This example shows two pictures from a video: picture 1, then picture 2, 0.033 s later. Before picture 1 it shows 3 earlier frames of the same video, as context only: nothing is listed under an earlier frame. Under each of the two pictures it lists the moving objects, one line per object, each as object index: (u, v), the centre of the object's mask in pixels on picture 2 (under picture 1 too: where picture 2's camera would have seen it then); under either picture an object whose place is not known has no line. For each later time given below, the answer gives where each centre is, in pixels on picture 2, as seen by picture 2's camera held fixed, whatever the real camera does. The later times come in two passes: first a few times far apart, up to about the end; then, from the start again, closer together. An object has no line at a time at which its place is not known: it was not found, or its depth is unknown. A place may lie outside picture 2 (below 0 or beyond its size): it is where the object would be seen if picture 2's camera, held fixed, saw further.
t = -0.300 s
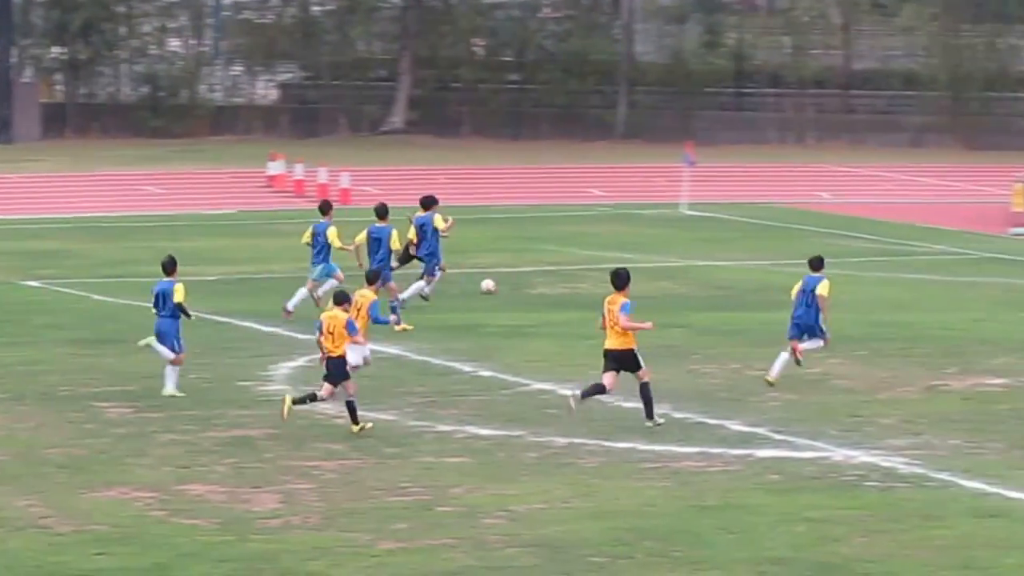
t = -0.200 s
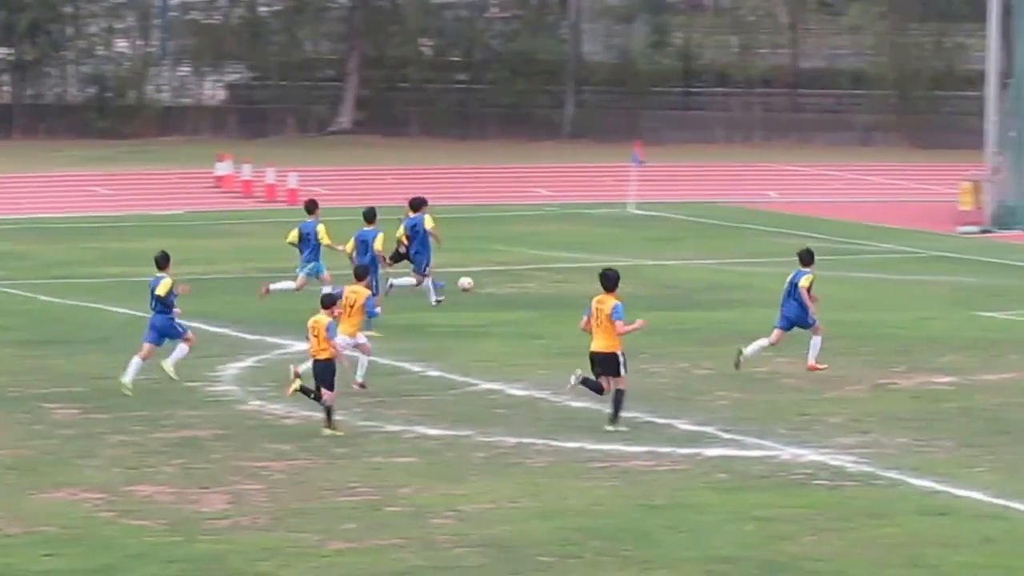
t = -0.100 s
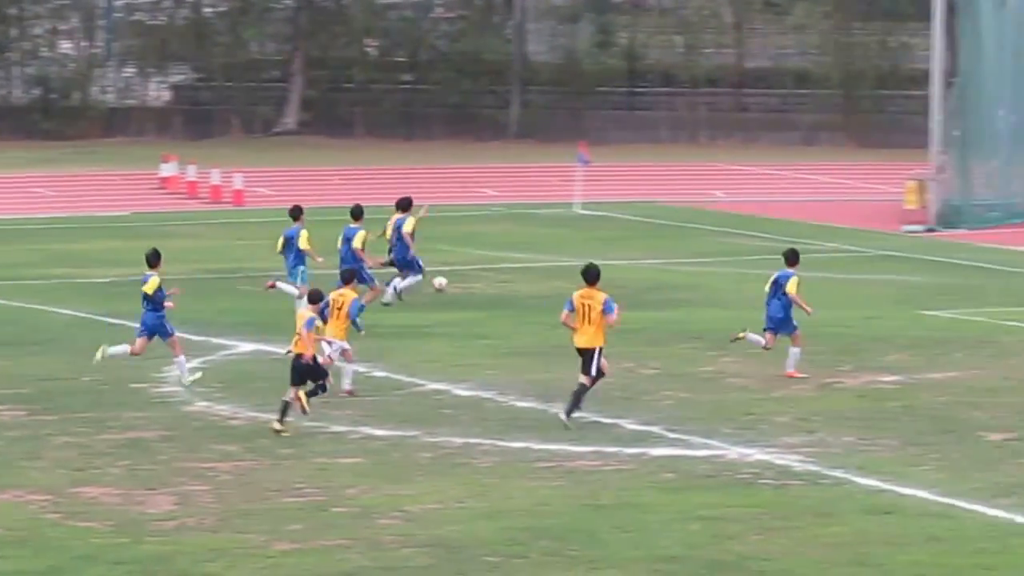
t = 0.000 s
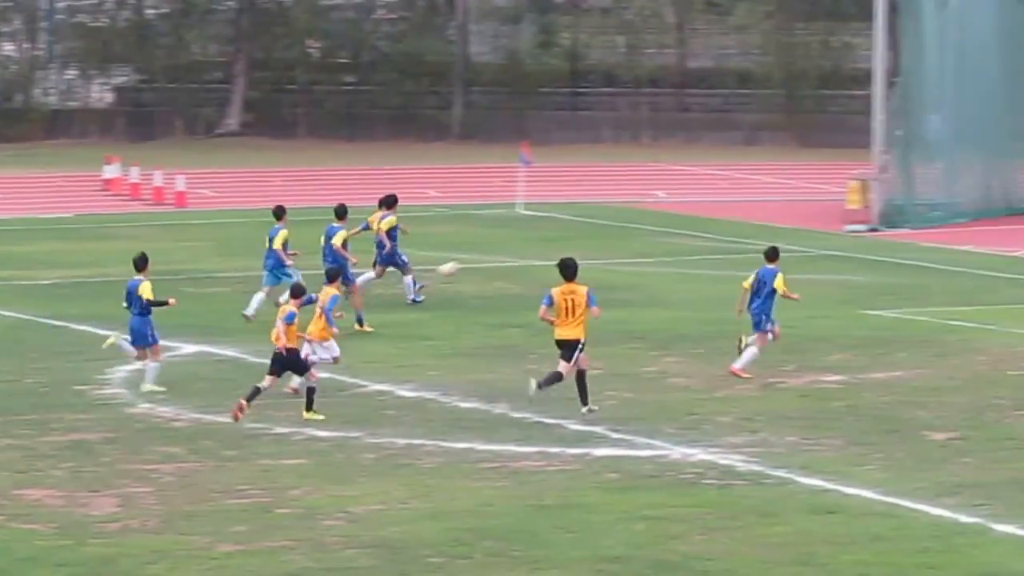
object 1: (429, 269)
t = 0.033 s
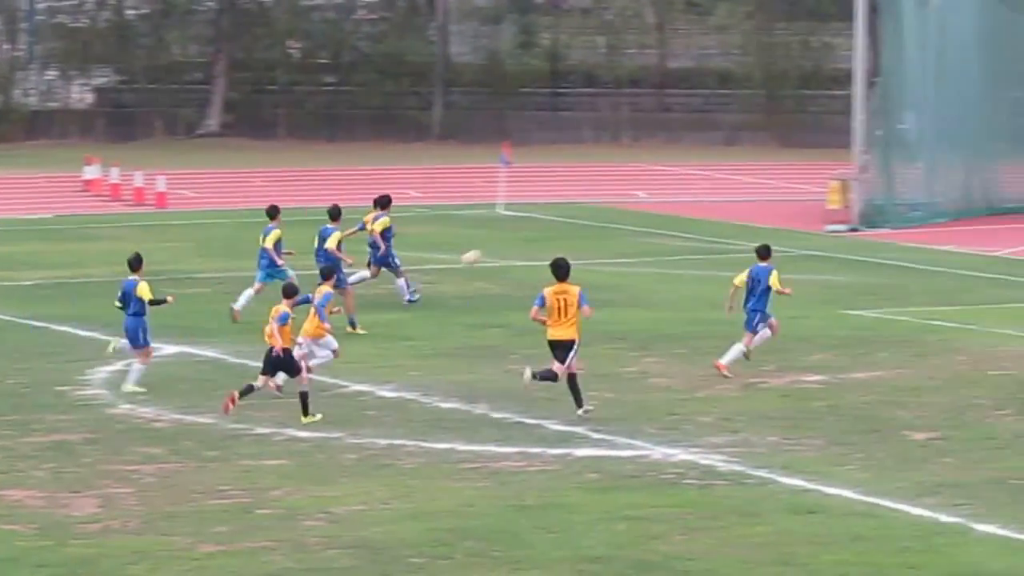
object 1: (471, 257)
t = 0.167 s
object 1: (643, 212)
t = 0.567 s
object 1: (1155, 111)
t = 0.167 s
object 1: (643, 212)
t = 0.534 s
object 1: (1112, 117)
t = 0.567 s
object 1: (1155, 111)
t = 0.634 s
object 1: (1243, 100)
